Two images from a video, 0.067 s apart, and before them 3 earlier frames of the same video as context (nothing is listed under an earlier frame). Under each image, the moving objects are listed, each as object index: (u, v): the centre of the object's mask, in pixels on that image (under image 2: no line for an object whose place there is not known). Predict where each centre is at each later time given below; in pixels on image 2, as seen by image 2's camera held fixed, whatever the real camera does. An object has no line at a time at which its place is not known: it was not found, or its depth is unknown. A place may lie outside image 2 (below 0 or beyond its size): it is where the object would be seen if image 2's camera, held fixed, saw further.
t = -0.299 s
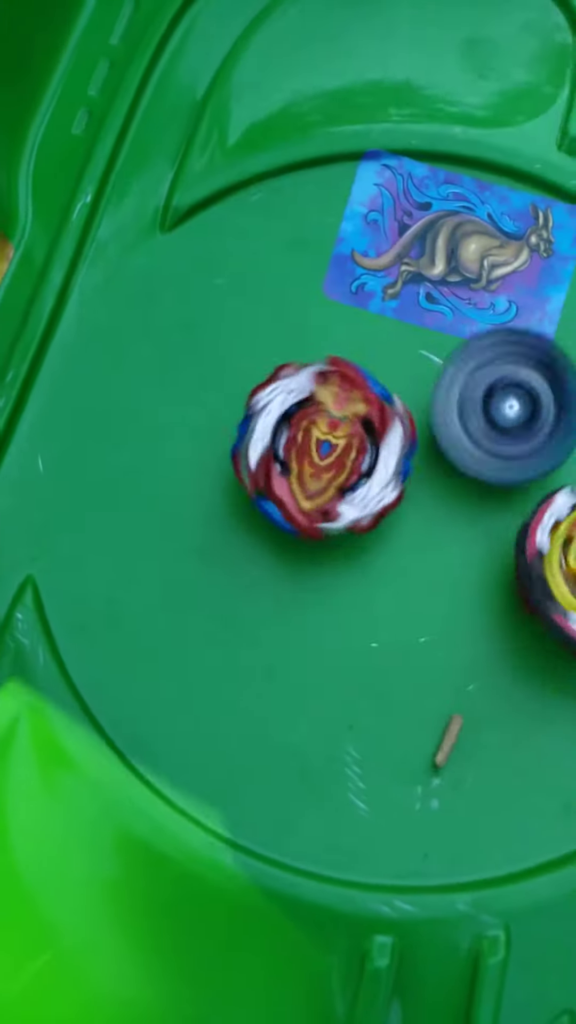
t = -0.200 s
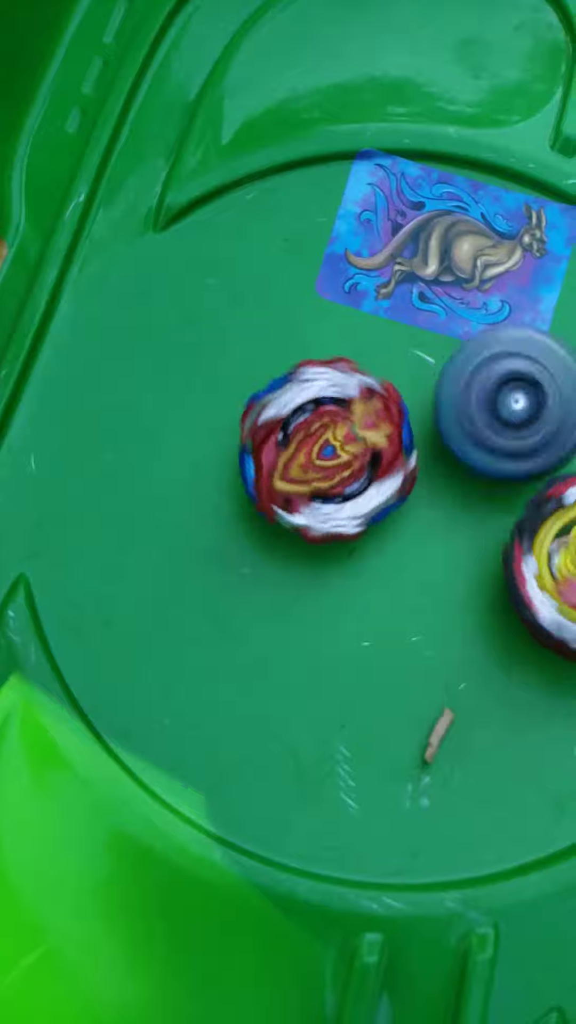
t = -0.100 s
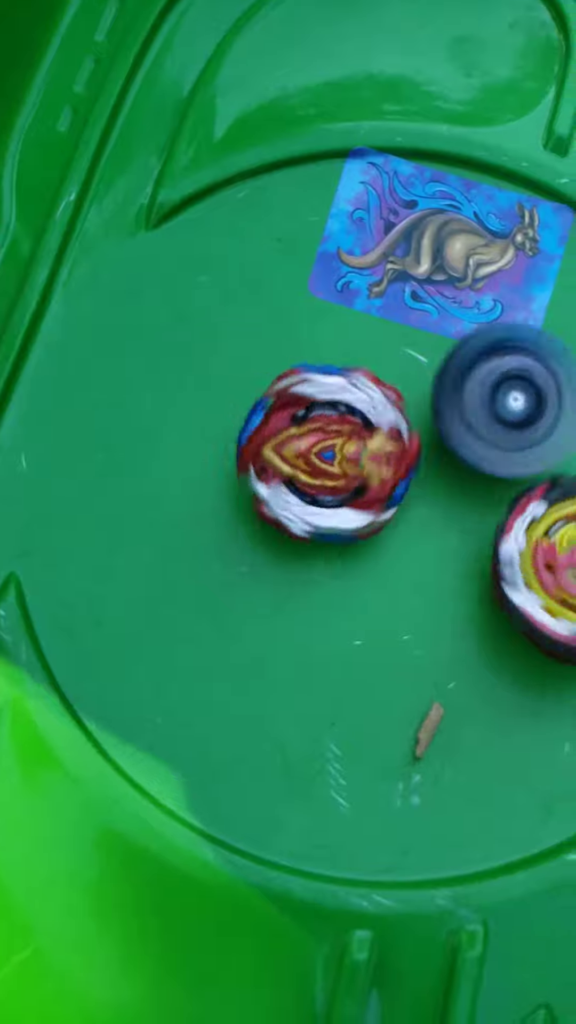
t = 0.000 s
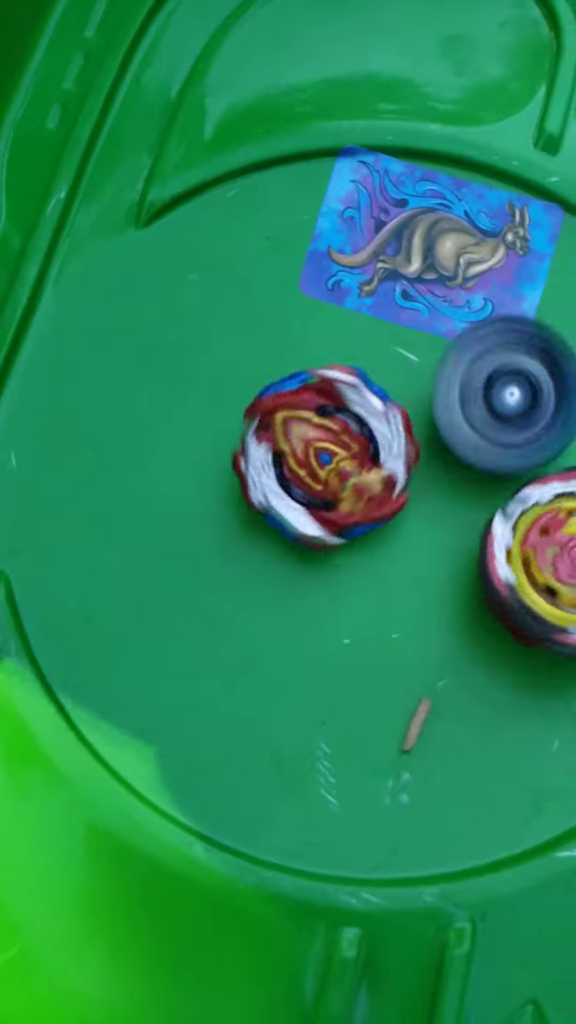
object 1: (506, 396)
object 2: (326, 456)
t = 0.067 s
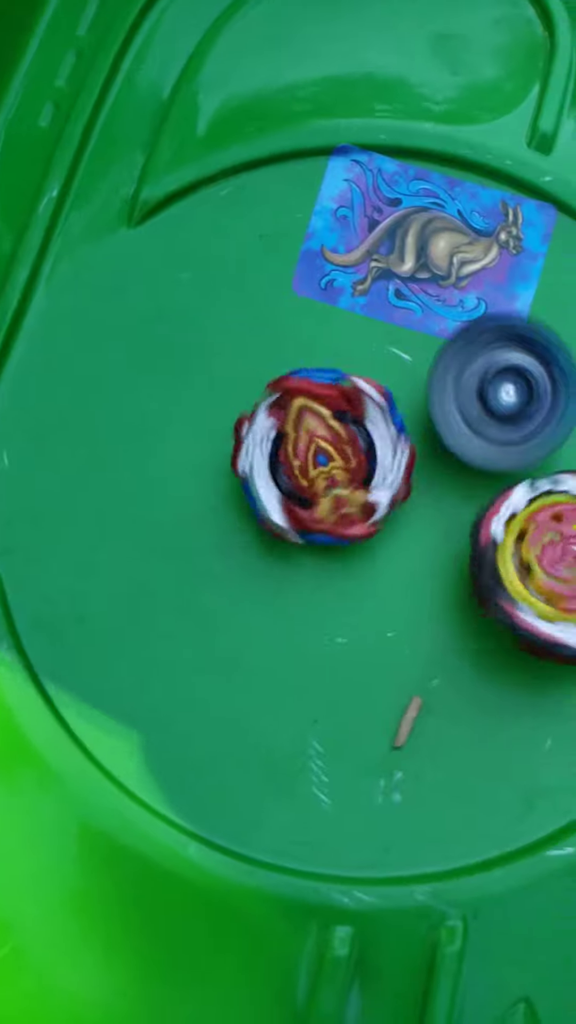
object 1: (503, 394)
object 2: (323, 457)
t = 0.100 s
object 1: (508, 391)
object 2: (325, 458)
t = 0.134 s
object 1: (507, 387)
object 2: (328, 460)
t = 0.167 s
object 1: (513, 381)
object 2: (330, 460)
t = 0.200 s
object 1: (512, 381)
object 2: (332, 461)
